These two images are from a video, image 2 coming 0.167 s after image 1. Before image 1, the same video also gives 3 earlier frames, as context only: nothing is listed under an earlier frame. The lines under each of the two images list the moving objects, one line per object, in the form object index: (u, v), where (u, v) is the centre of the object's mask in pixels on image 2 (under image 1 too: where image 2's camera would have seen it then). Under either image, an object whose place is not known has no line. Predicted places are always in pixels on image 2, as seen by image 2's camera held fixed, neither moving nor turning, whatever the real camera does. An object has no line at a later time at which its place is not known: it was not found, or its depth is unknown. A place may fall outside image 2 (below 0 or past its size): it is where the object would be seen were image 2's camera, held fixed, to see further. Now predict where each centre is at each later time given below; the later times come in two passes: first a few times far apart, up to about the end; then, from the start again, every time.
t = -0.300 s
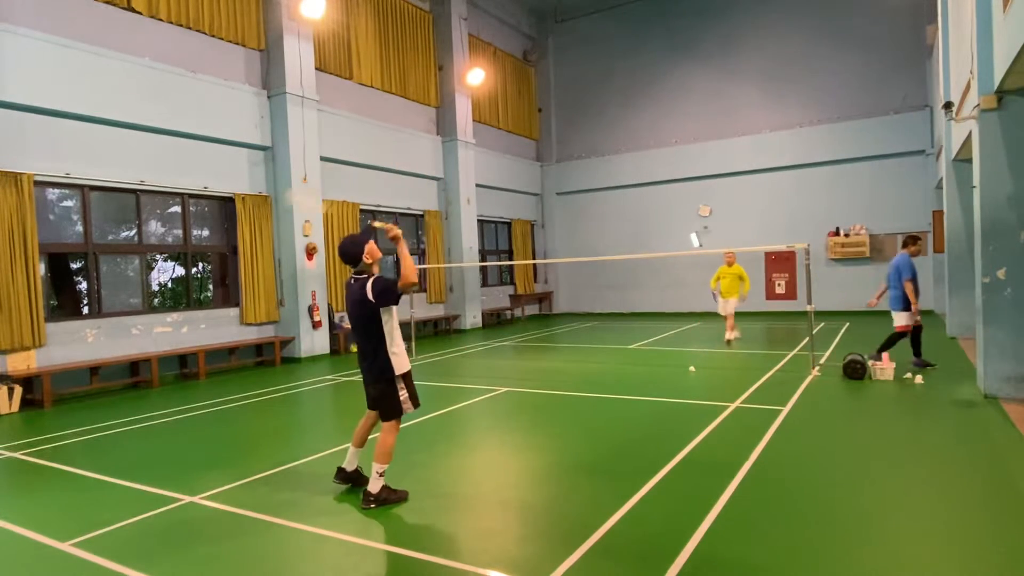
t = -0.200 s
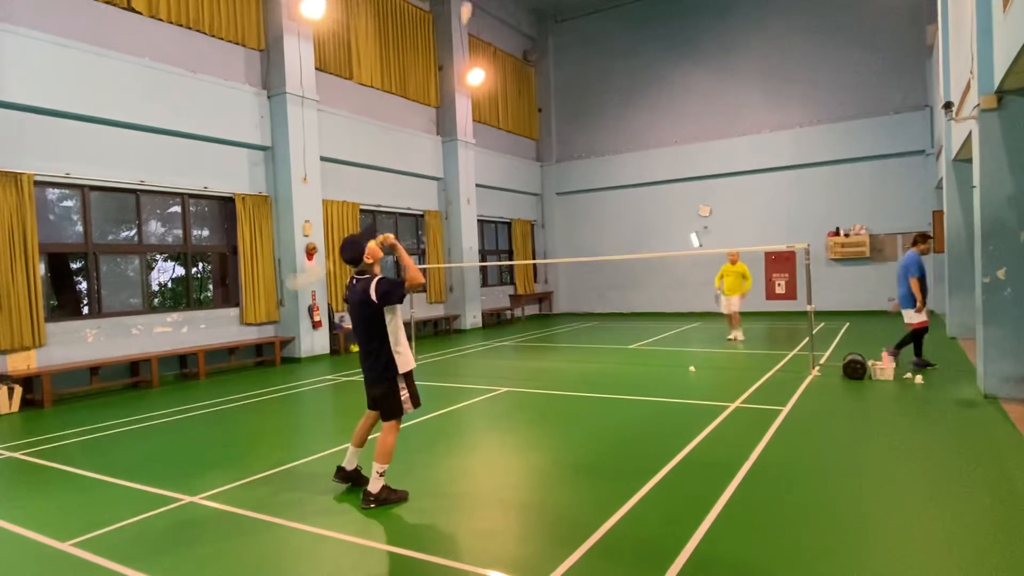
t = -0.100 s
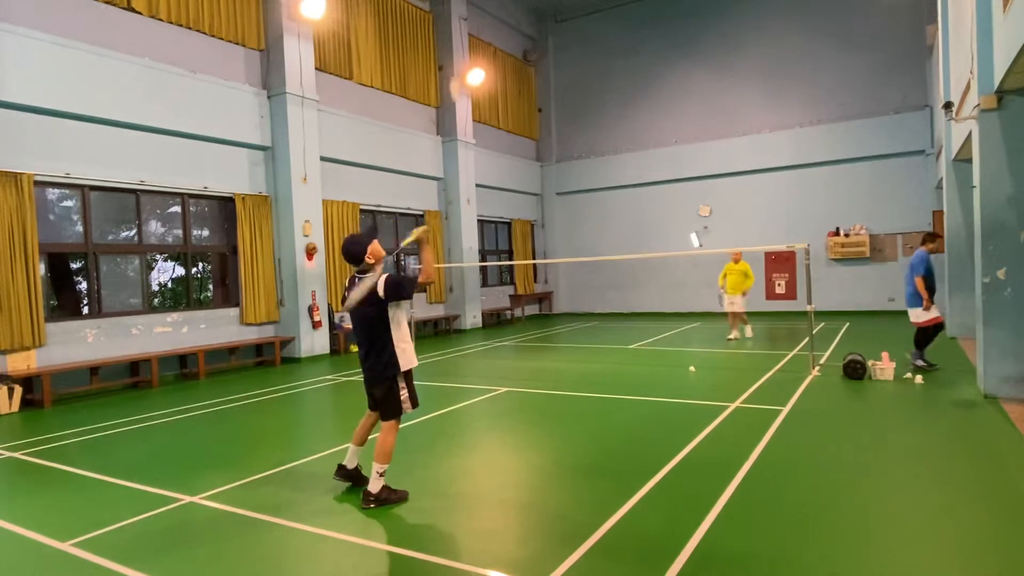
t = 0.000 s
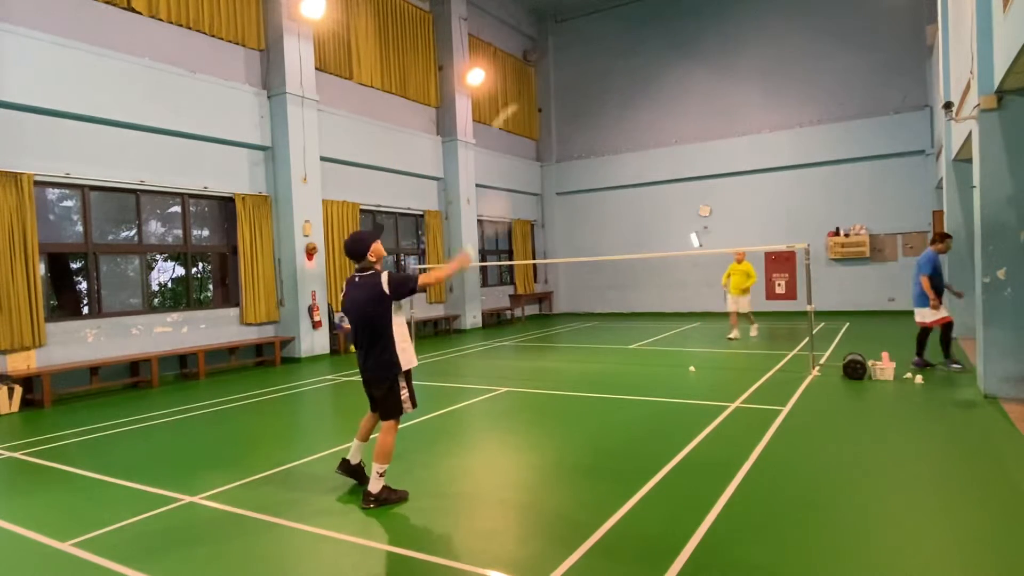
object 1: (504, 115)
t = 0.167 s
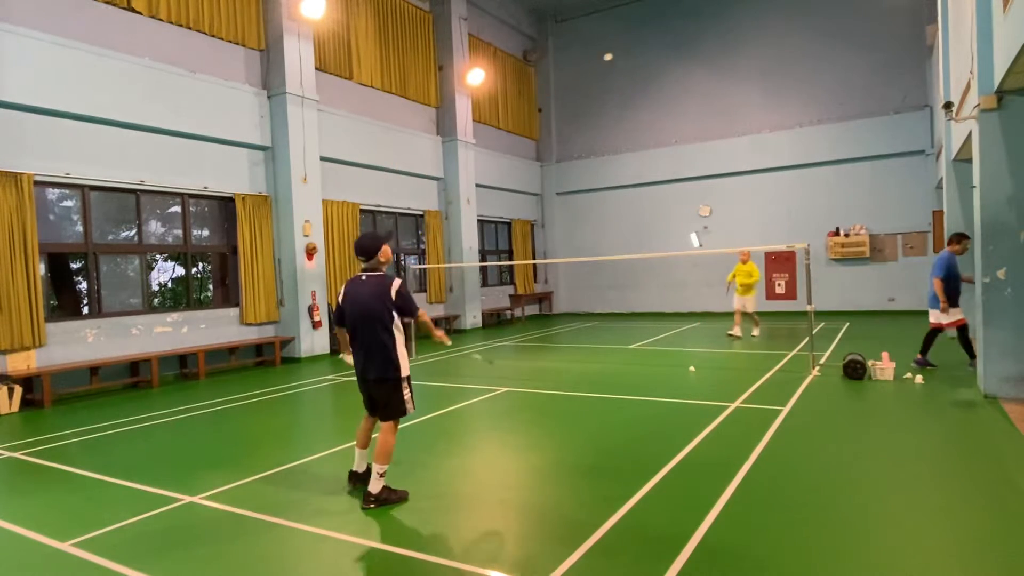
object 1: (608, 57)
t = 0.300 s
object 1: (635, 56)
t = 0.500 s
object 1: (658, 70)
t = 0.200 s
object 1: (617, 55)
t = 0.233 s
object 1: (624, 54)
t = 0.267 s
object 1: (630, 54)
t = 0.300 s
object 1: (635, 56)
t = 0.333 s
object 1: (640, 57)
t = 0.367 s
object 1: (644, 58)
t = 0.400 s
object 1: (648, 60)
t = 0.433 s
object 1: (651, 62)
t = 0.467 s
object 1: (655, 66)
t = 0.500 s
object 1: (658, 70)
